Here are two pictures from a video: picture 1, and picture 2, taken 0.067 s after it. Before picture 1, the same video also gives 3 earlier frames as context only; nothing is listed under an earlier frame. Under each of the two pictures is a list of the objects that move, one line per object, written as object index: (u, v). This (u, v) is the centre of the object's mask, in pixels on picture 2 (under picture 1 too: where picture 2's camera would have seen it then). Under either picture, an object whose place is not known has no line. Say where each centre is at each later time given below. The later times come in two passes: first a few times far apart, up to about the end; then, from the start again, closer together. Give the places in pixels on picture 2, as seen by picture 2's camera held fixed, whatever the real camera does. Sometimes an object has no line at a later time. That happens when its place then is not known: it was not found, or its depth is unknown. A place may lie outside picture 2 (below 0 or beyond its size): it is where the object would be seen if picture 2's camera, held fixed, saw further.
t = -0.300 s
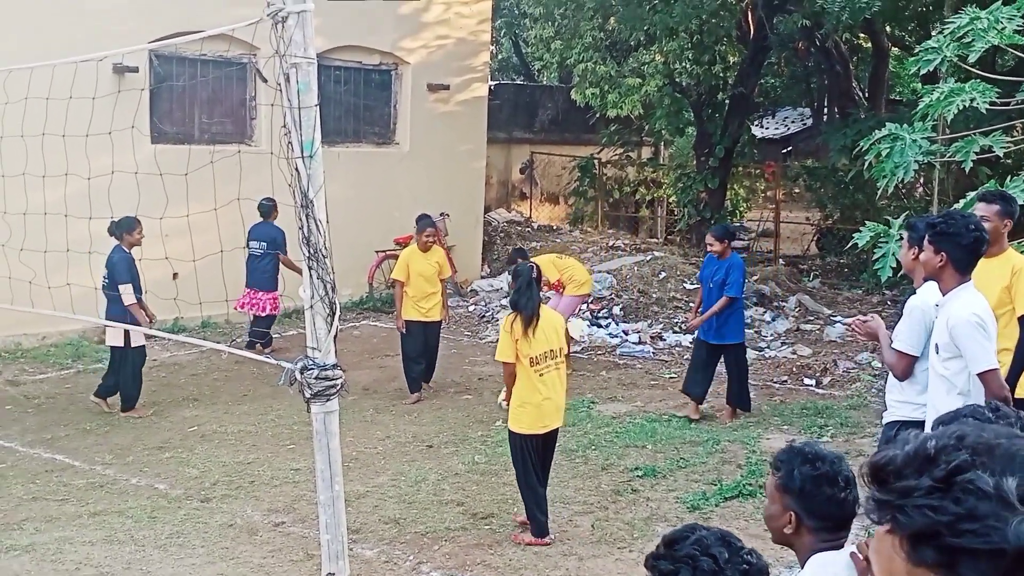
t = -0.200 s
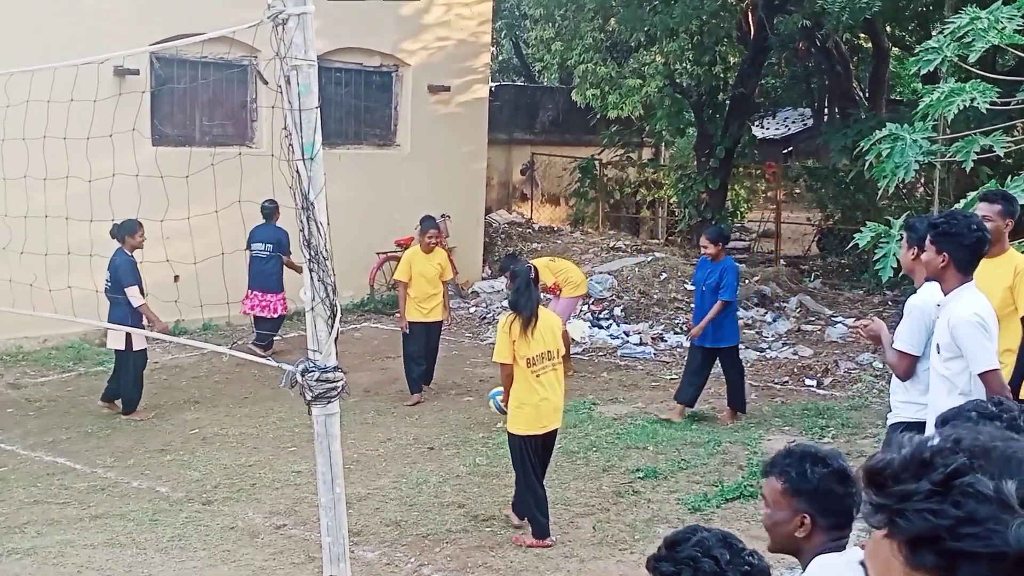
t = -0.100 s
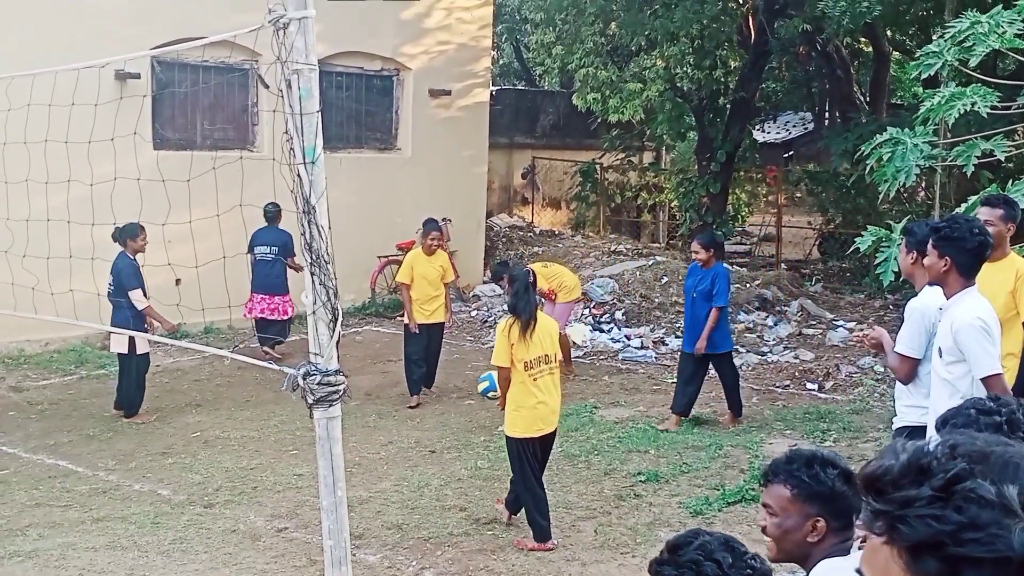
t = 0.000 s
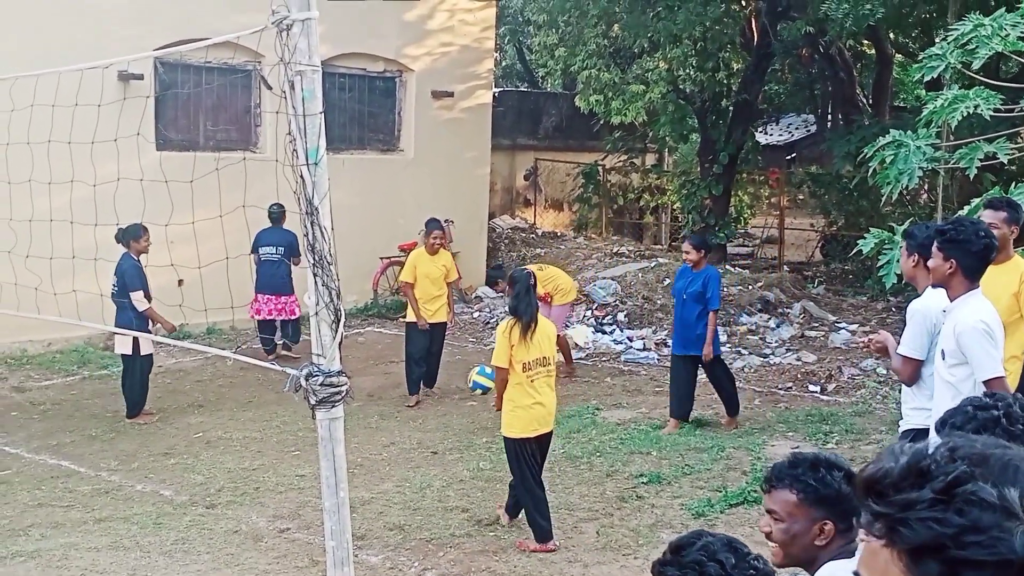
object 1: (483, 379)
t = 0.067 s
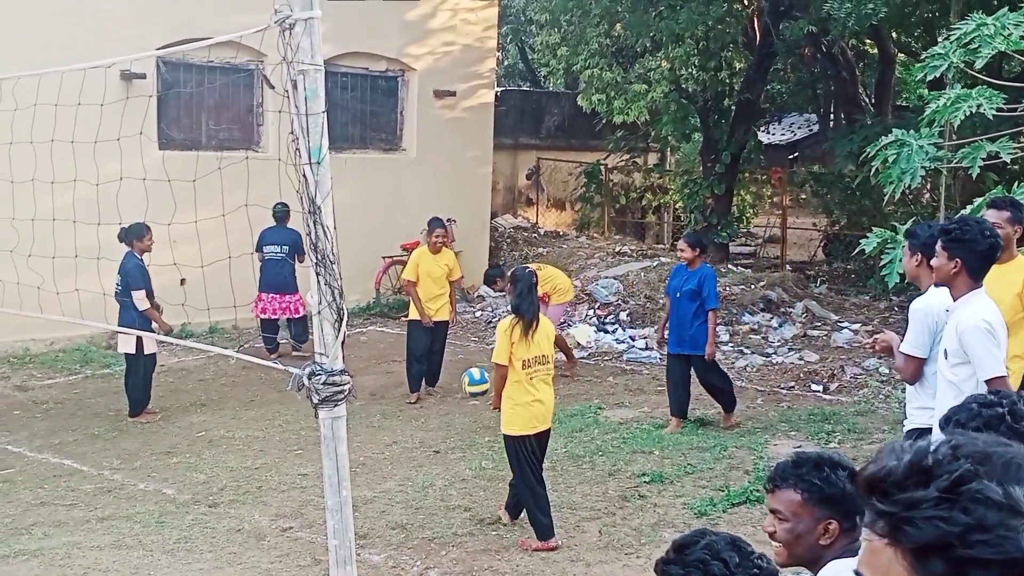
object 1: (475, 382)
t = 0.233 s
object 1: (453, 415)
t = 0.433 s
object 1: (424, 411)
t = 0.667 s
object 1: (387, 438)
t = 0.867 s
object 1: (357, 434)
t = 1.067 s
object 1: (316, 449)
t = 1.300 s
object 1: (293, 460)
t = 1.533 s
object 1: (258, 478)
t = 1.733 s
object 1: (224, 491)
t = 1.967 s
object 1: (184, 501)
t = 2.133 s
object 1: (155, 509)
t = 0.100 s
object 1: (471, 386)
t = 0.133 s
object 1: (467, 391)
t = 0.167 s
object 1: (462, 397)
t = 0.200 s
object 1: (458, 405)
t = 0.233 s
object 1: (453, 415)
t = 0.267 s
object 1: (449, 427)
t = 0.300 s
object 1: (445, 429)
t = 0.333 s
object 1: (440, 424)
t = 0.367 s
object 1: (434, 418)
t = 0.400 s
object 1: (429, 414)
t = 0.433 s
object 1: (424, 411)
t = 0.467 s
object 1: (419, 410)
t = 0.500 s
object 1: (414, 411)
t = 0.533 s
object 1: (409, 413)
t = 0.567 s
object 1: (403, 417)
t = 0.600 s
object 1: (398, 422)
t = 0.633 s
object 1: (393, 429)
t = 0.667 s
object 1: (387, 438)
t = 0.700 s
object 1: (382, 441)
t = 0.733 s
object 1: (378, 436)
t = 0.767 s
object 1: (372, 433)
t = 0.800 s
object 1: (367, 432)
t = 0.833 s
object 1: (361, 432)
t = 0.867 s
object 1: (357, 434)
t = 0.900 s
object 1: (354, 437)
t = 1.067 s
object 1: (316, 449)
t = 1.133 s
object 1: (312, 450)
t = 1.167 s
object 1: (310, 453)
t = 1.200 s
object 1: (306, 458)
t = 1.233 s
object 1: (303, 463)
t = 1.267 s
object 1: (298, 461)
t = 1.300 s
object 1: (293, 460)
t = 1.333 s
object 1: (289, 461)
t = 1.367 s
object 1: (284, 463)
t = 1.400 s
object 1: (278, 467)
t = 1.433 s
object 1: (273, 472)
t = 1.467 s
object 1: (269, 473)
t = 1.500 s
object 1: (263, 475)
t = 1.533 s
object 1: (258, 478)
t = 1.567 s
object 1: (253, 480)
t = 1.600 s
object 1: (248, 482)
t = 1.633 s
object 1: (242, 484)
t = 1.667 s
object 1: (236, 486)
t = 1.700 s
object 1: (231, 489)
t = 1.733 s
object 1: (224, 491)
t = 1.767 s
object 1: (219, 492)
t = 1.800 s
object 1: (213, 493)
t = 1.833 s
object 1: (208, 494)
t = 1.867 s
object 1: (202, 496)
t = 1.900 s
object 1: (196, 497)
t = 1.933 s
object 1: (190, 498)
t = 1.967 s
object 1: (184, 501)
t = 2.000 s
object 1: (179, 502)
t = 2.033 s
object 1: (172, 504)
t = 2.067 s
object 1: (165, 506)
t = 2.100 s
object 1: (160, 507)
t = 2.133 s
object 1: (155, 509)
